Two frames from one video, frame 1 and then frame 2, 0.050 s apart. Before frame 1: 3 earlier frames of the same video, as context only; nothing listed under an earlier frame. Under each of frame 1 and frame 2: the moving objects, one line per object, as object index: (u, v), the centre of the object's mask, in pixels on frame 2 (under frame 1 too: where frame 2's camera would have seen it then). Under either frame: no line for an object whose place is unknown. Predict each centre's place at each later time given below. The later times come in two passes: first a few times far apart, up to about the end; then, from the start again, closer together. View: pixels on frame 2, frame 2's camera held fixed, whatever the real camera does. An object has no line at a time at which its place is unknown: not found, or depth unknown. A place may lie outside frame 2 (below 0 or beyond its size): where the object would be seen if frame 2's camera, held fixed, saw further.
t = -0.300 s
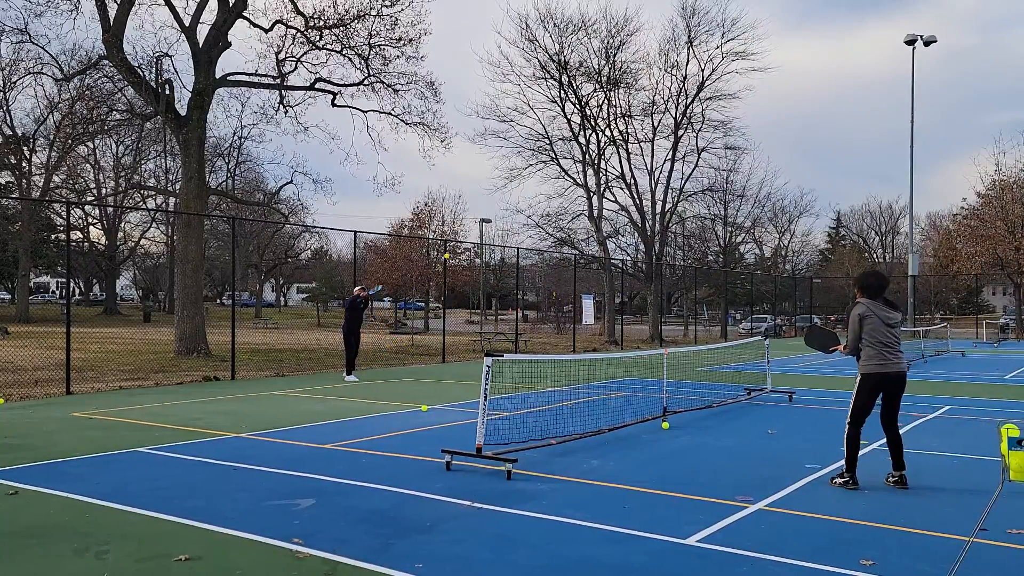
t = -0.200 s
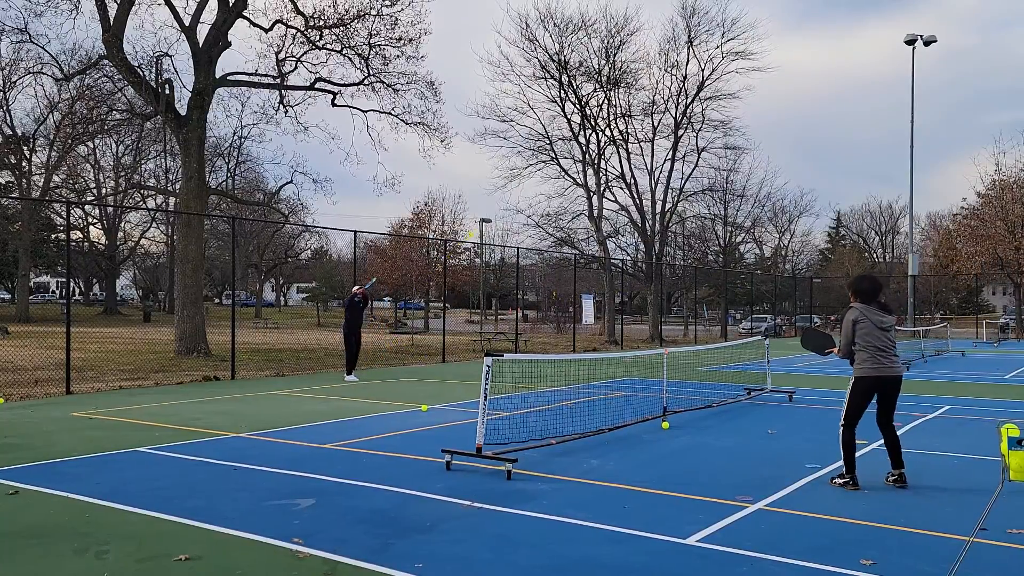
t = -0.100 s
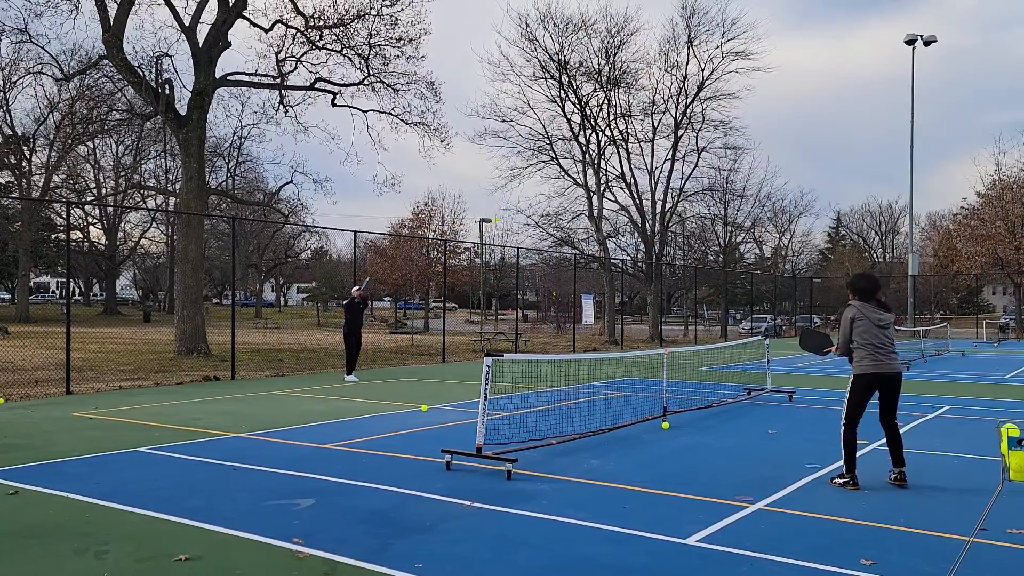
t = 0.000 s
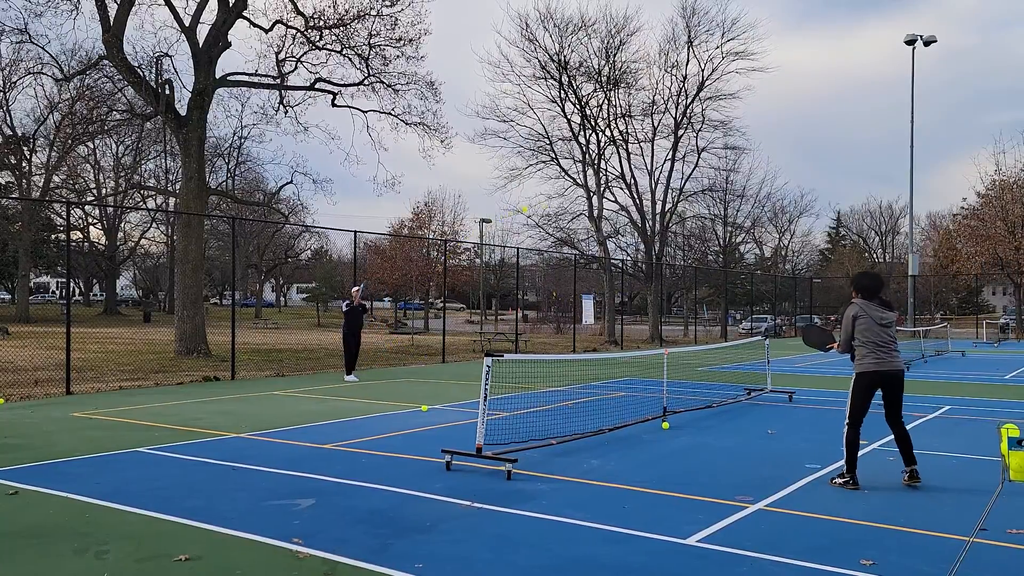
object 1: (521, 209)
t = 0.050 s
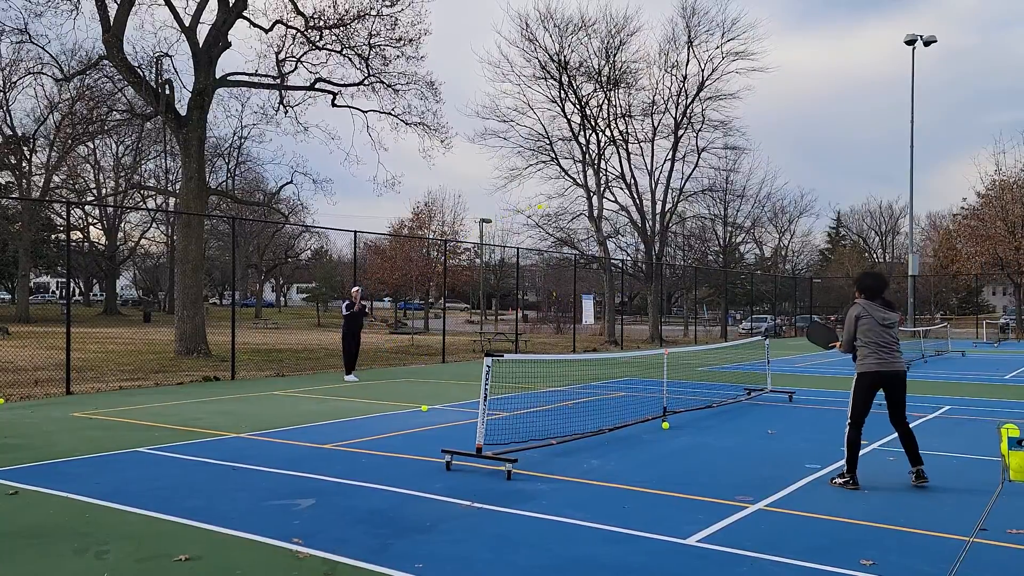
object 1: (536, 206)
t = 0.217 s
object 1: (592, 210)
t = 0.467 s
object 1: (686, 261)
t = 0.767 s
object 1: (829, 413)
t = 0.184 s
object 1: (579, 208)
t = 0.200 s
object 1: (585, 209)
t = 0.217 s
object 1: (592, 210)
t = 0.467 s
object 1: (686, 261)
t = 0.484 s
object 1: (693, 266)
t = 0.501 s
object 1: (700, 272)
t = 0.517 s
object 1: (707, 278)
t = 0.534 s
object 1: (714, 284)
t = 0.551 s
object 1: (722, 291)
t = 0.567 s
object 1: (729, 298)
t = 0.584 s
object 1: (737, 306)
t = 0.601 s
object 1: (745, 314)
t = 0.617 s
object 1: (752, 322)
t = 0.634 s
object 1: (761, 330)
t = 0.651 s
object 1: (769, 339)
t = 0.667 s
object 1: (777, 348)
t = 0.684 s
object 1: (785, 358)
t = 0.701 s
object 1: (794, 368)
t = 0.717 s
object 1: (802, 379)
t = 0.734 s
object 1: (811, 390)
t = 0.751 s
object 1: (820, 401)
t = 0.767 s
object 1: (829, 413)
